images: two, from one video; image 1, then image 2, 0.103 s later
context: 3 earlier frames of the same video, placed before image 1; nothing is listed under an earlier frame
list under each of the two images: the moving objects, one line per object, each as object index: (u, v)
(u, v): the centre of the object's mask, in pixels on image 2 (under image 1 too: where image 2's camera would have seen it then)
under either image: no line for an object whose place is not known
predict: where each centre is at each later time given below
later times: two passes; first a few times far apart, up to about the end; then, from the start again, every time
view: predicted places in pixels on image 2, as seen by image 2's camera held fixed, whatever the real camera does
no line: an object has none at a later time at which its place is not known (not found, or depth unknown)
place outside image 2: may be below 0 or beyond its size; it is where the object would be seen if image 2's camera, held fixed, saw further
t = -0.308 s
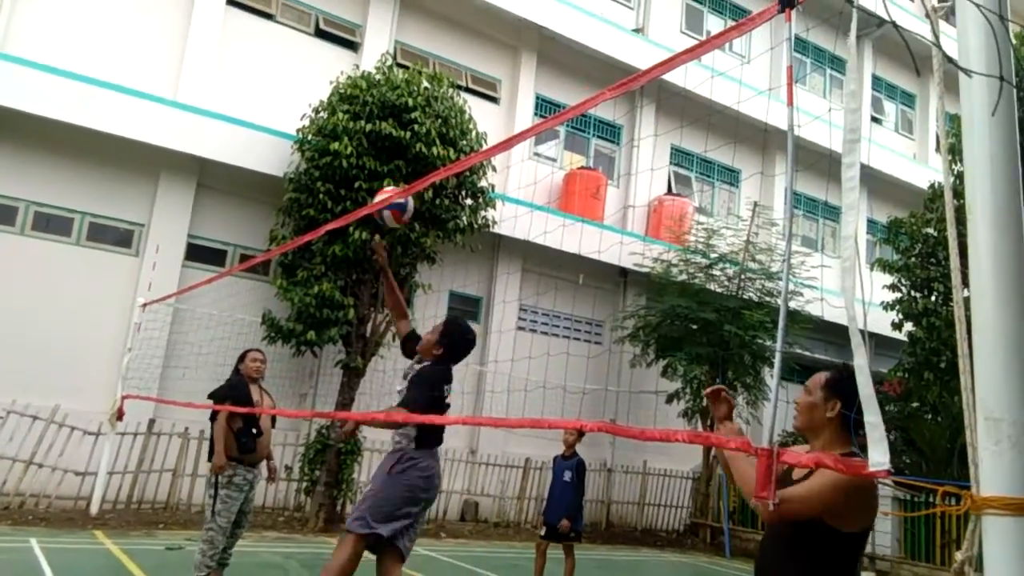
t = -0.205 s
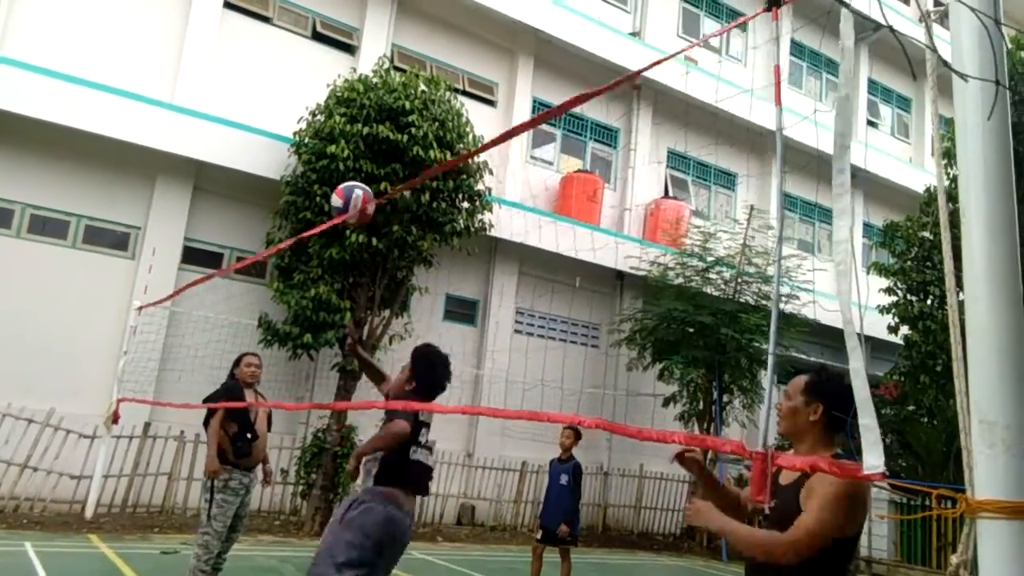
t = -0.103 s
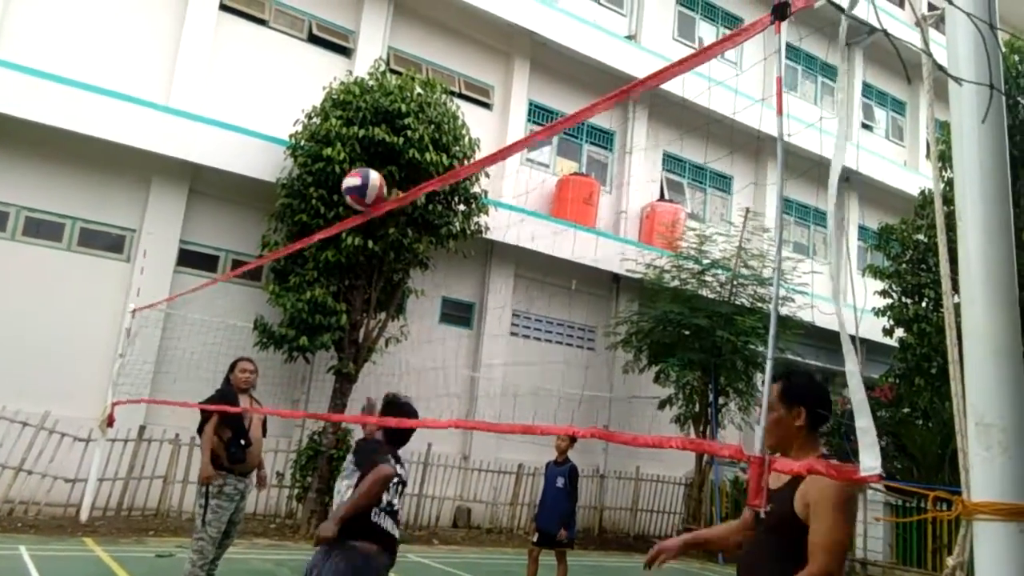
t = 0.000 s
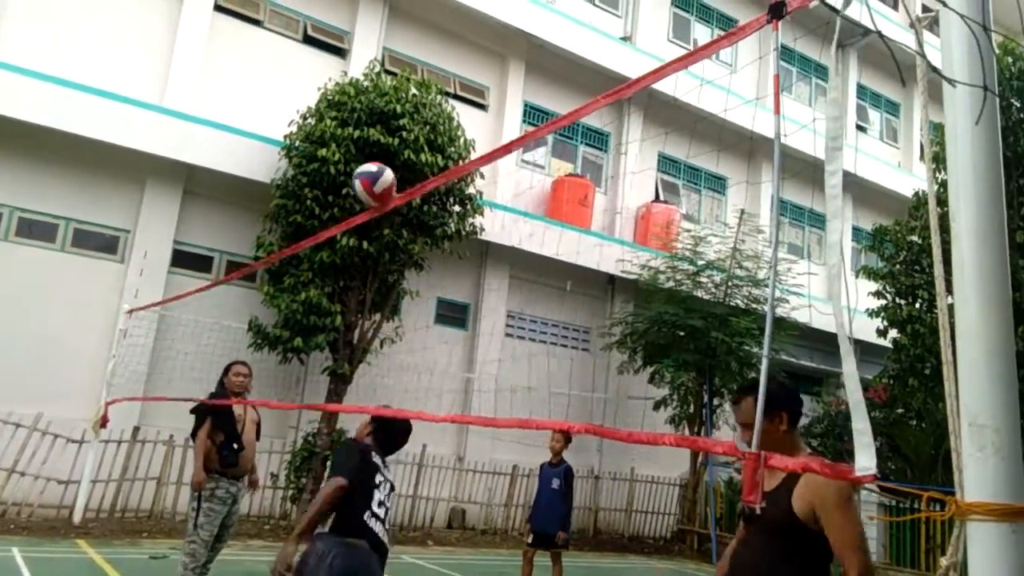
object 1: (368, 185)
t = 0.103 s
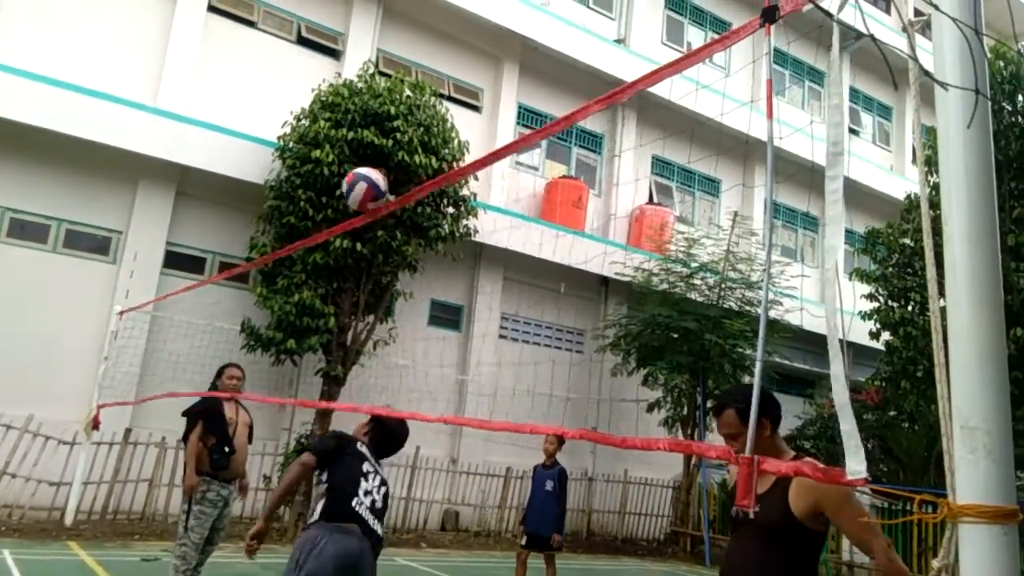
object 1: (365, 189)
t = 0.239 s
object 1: (339, 187)
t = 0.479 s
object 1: (274, 268)
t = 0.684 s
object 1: (187, 471)
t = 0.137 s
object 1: (358, 188)
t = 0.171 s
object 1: (352, 186)
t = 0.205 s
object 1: (346, 185)
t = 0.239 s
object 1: (339, 187)
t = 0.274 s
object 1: (332, 191)
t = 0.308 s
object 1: (325, 197)
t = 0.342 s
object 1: (315, 205)
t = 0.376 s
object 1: (305, 216)
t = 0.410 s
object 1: (296, 230)
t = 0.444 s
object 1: (285, 248)
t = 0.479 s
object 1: (274, 268)
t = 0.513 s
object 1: (262, 292)
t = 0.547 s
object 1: (250, 320)
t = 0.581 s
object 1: (235, 350)
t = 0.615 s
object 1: (221, 386)
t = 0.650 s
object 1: (206, 427)
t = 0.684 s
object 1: (187, 471)
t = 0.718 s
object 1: (169, 523)
